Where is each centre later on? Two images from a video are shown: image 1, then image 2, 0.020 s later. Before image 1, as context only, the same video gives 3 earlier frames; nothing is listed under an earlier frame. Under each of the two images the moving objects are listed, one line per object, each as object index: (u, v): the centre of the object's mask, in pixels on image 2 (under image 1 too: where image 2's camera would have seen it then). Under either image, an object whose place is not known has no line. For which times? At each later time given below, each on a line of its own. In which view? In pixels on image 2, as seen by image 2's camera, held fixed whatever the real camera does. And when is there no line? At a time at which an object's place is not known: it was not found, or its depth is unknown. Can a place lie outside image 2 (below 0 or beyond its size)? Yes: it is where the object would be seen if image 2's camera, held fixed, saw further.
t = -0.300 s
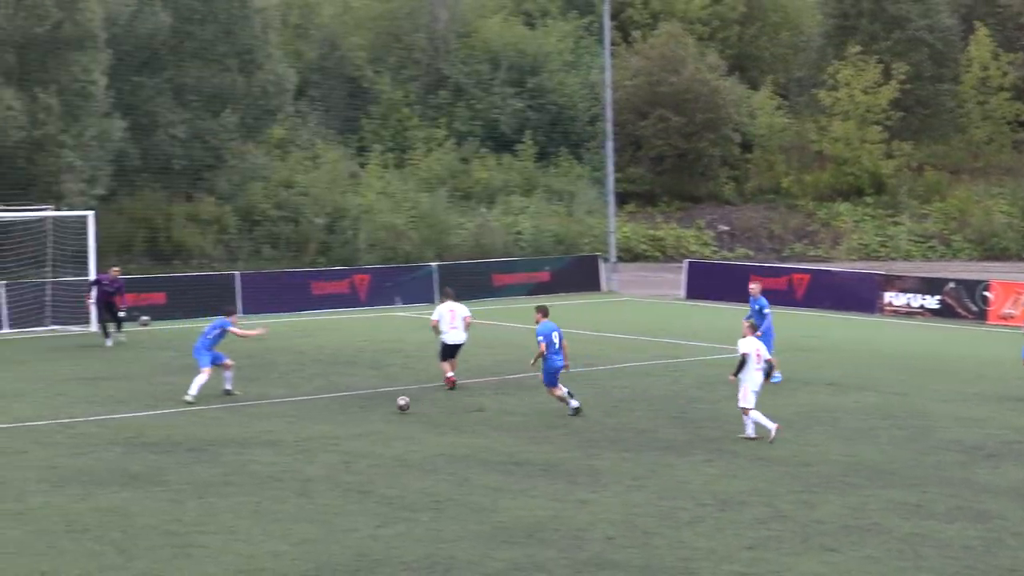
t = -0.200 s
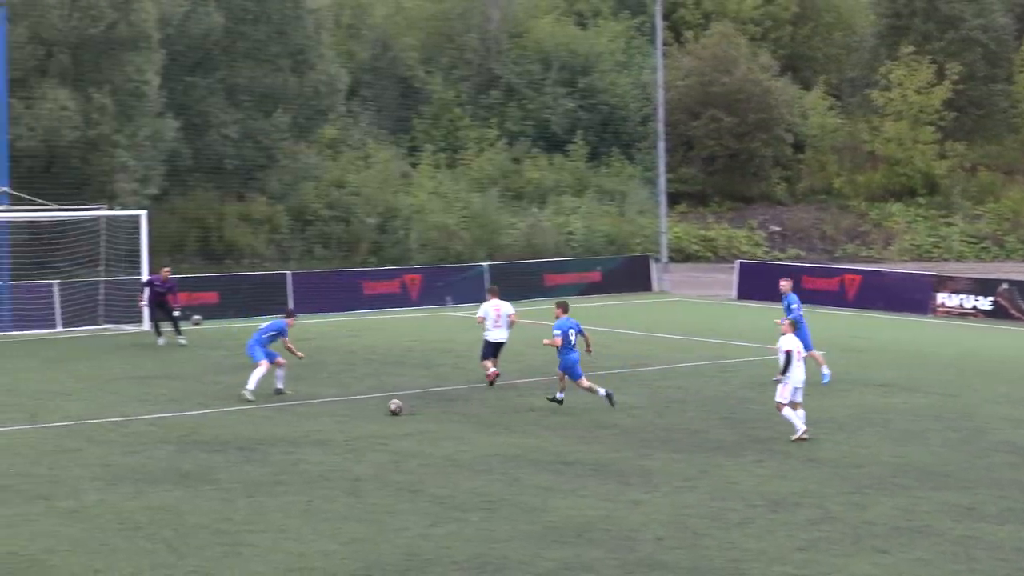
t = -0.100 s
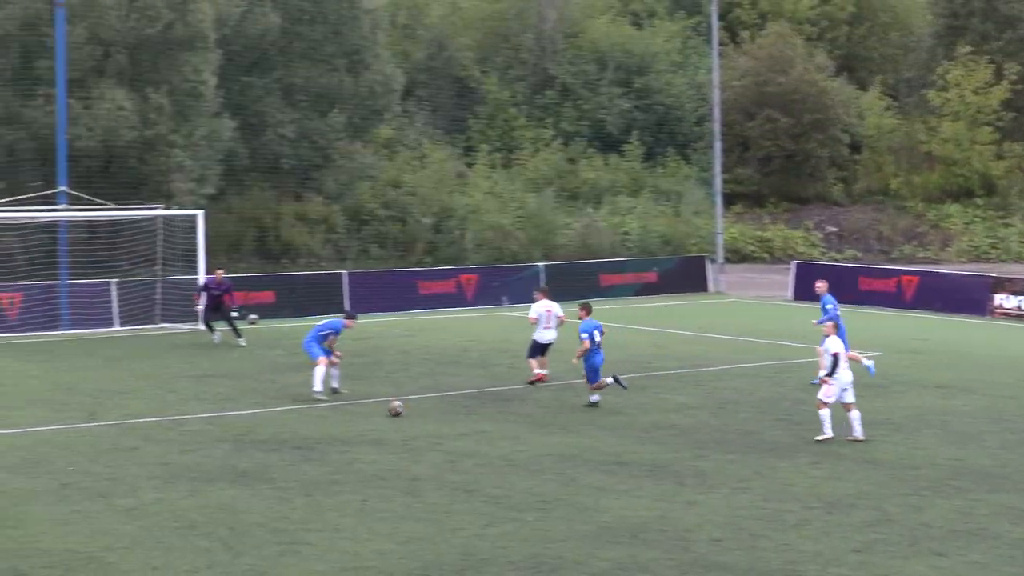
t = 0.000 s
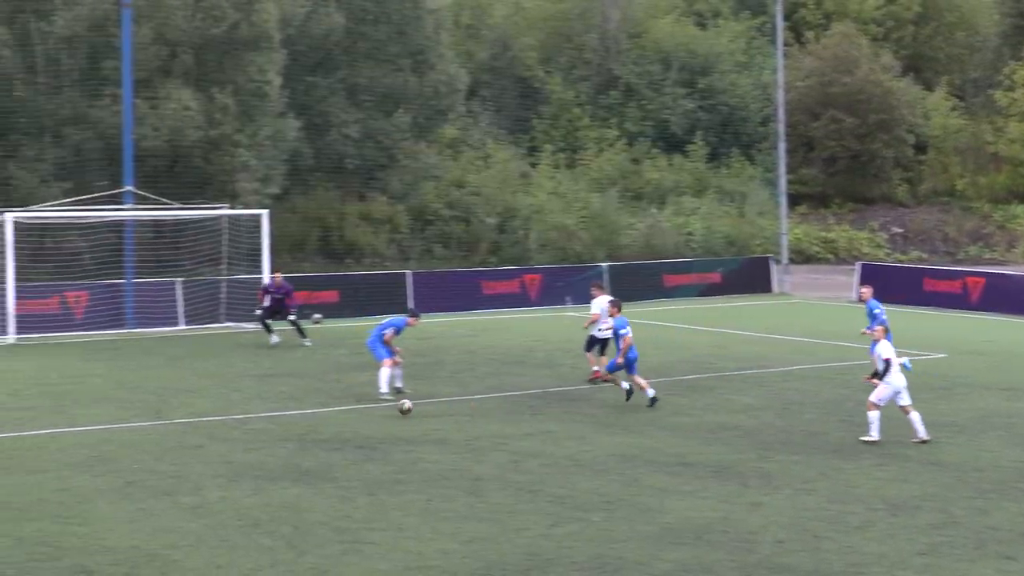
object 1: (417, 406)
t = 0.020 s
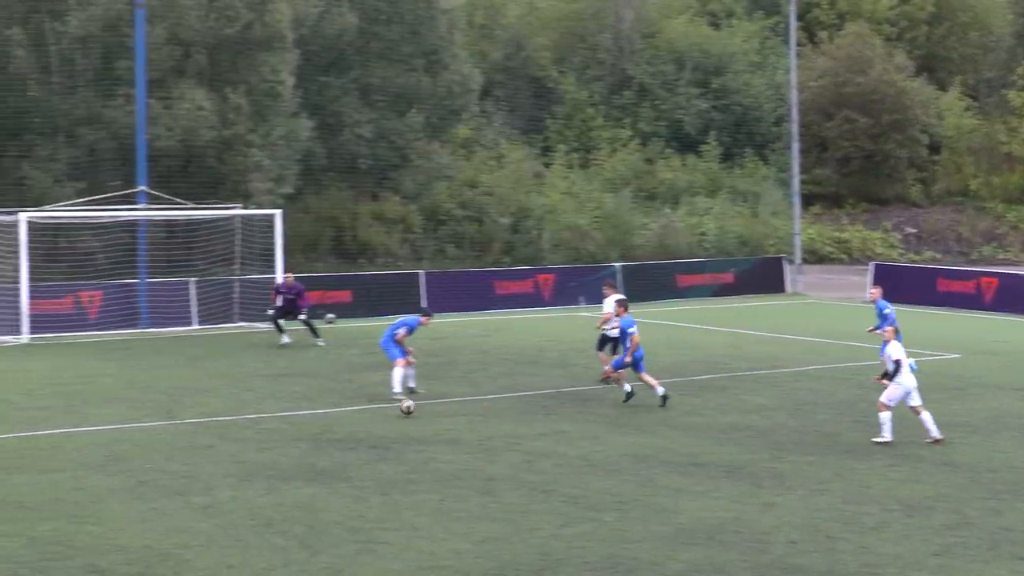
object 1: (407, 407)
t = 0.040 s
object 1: (396, 408)
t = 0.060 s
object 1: (385, 409)
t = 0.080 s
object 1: (375, 410)
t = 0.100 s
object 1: (364, 412)
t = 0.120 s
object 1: (352, 414)
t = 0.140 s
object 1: (341, 414)
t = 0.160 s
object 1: (330, 414)
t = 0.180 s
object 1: (319, 414)
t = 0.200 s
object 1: (308, 414)
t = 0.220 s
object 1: (297, 414)
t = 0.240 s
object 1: (286, 415)
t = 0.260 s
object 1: (274, 416)
